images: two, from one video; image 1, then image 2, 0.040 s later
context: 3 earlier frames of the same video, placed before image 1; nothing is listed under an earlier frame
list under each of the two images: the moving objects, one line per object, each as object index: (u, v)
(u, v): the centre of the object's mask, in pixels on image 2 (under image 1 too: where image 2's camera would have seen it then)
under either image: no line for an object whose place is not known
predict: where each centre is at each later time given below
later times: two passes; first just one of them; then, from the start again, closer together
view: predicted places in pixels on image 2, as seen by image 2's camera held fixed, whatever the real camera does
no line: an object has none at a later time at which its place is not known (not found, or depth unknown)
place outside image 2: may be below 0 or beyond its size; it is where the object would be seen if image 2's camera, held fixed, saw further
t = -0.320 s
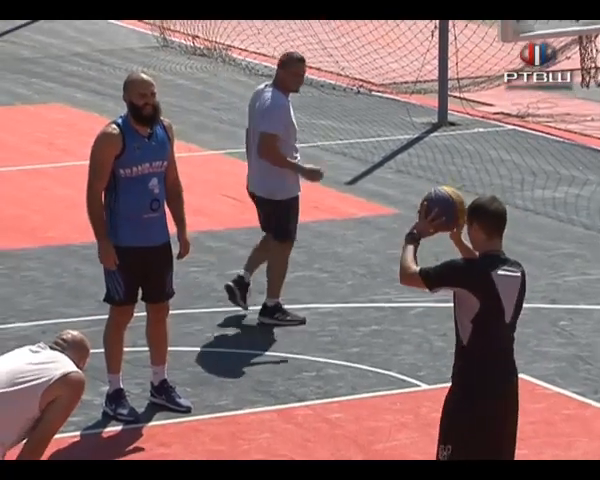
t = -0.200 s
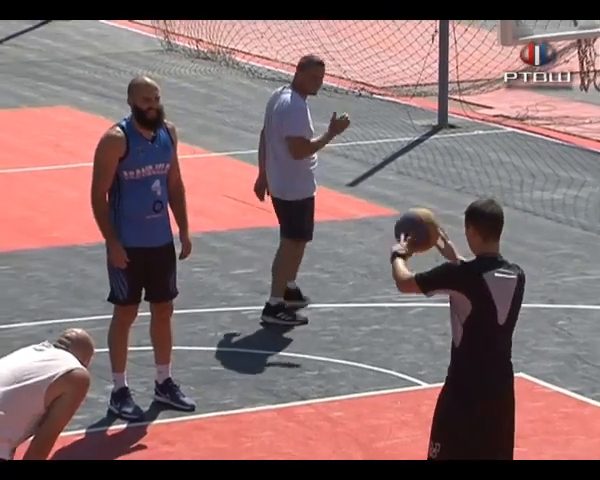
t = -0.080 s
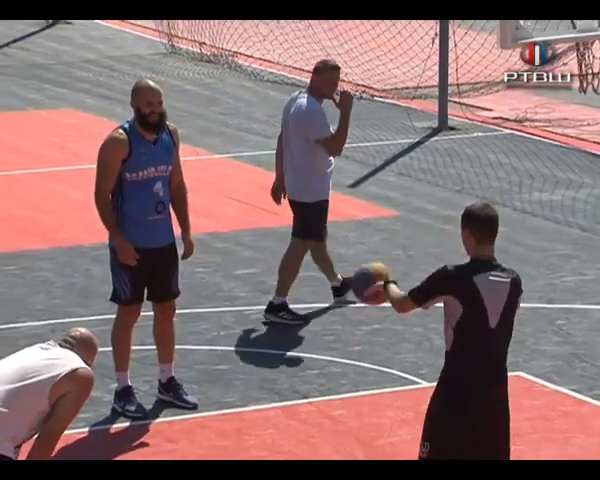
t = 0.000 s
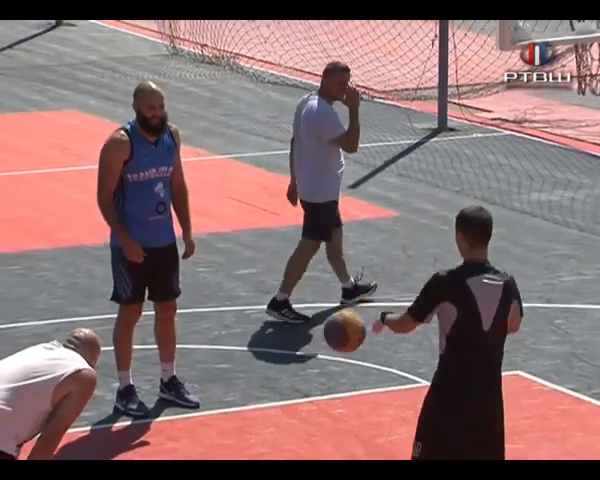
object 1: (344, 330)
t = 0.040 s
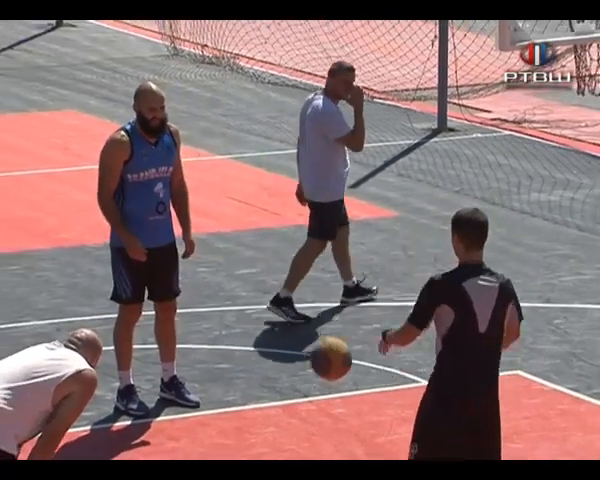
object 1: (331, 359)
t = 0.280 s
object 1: (269, 378)
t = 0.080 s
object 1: (317, 389)
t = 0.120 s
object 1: (303, 424)
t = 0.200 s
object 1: (285, 433)
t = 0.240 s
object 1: (279, 402)
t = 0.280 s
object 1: (269, 378)
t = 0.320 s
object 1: (263, 352)
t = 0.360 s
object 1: (257, 327)
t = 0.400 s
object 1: (249, 309)
